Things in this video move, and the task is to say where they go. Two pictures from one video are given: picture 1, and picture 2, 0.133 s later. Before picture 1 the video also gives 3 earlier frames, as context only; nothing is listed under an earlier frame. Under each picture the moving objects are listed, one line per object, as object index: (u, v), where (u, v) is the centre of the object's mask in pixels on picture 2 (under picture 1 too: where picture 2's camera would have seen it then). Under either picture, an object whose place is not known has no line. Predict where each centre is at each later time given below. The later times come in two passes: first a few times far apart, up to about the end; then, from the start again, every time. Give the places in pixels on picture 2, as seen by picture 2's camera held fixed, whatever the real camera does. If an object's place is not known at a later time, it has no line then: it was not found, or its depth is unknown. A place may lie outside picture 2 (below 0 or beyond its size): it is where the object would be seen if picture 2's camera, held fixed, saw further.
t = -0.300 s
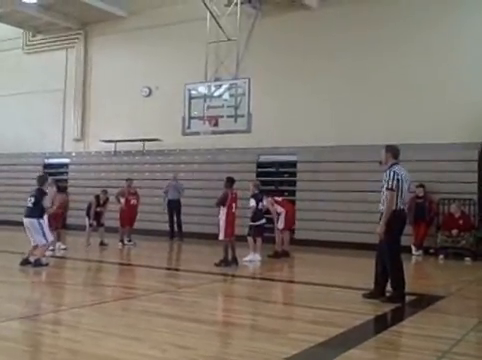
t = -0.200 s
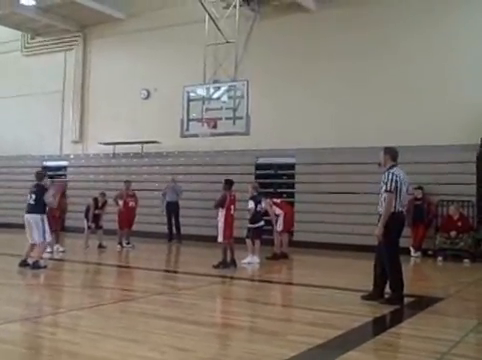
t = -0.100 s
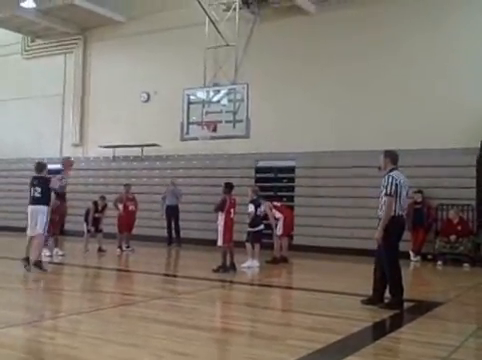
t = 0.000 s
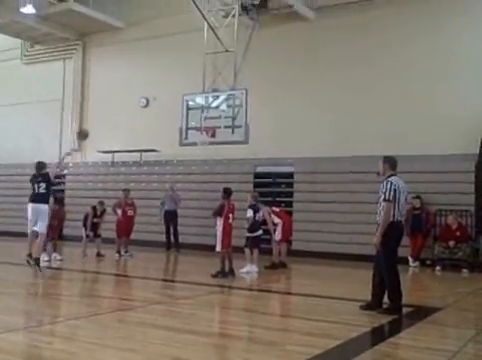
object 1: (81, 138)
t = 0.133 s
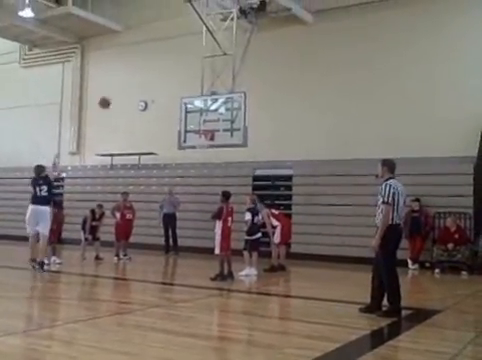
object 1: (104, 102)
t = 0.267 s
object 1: (125, 79)
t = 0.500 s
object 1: (158, 63)
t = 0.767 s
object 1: (188, 75)
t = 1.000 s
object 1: (212, 109)
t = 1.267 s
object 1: (199, 123)
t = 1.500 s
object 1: (196, 128)
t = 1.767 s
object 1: (181, 143)
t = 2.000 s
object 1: (168, 176)
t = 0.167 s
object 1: (110, 95)
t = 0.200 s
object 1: (115, 89)
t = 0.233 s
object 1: (120, 84)
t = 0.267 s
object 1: (125, 79)
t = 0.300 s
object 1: (130, 75)
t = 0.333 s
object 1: (135, 72)
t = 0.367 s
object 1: (140, 69)
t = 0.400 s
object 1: (144, 67)
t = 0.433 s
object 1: (149, 65)
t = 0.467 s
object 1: (153, 64)
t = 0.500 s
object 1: (158, 63)
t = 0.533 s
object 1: (162, 63)
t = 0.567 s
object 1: (166, 63)
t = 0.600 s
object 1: (170, 64)
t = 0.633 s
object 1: (174, 65)
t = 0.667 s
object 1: (177, 67)
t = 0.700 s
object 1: (182, 69)
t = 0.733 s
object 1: (185, 72)
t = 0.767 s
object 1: (188, 75)
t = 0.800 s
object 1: (192, 79)
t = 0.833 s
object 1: (195, 83)
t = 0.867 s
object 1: (198, 87)
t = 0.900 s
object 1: (202, 91)
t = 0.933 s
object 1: (204, 97)
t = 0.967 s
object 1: (207, 102)
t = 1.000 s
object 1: (212, 109)
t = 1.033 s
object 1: (209, 112)
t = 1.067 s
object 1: (205, 116)
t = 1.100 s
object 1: (203, 121)
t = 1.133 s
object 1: (200, 126)
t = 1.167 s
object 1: (199, 127)
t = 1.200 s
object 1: (199, 126)
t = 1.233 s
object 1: (199, 124)
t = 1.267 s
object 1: (199, 123)
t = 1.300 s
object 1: (199, 123)
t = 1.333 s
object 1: (199, 123)
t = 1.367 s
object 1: (199, 123)
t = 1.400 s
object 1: (199, 124)
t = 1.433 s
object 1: (199, 126)
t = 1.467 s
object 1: (197, 127)
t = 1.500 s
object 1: (196, 128)
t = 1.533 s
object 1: (195, 129)
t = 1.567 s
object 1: (192, 131)
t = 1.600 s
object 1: (190, 131)
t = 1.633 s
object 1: (190, 132)
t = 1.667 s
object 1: (187, 135)
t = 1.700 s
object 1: (184, 136)
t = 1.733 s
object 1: (184, 139)
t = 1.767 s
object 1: (181, 143)
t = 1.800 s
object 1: (179, 146)
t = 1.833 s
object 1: (178, 149)
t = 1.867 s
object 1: (175, 154)
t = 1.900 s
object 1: (173, 159)
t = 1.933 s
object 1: (172, 164)
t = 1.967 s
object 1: (170, 170)
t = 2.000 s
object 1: (168, 176)
